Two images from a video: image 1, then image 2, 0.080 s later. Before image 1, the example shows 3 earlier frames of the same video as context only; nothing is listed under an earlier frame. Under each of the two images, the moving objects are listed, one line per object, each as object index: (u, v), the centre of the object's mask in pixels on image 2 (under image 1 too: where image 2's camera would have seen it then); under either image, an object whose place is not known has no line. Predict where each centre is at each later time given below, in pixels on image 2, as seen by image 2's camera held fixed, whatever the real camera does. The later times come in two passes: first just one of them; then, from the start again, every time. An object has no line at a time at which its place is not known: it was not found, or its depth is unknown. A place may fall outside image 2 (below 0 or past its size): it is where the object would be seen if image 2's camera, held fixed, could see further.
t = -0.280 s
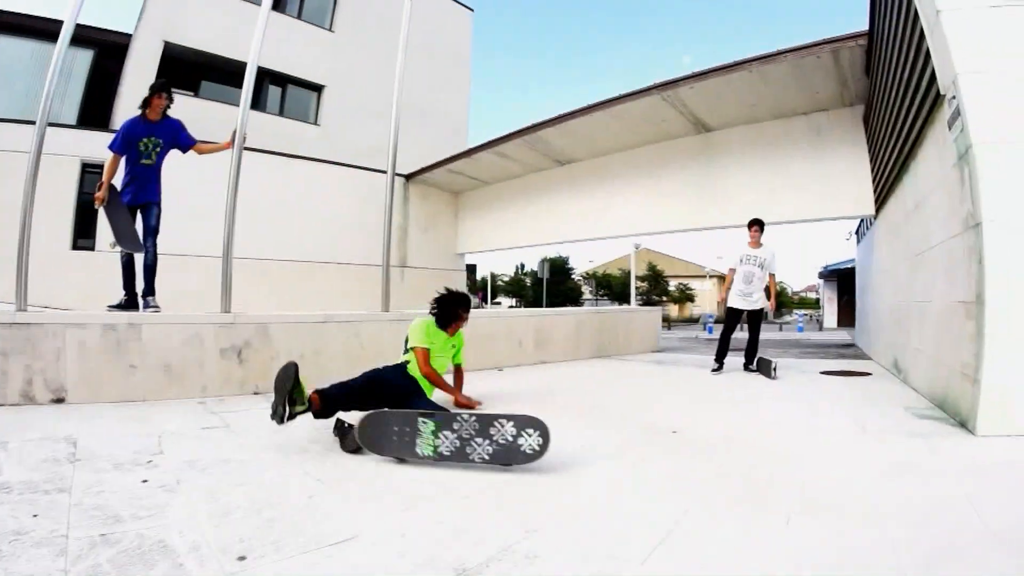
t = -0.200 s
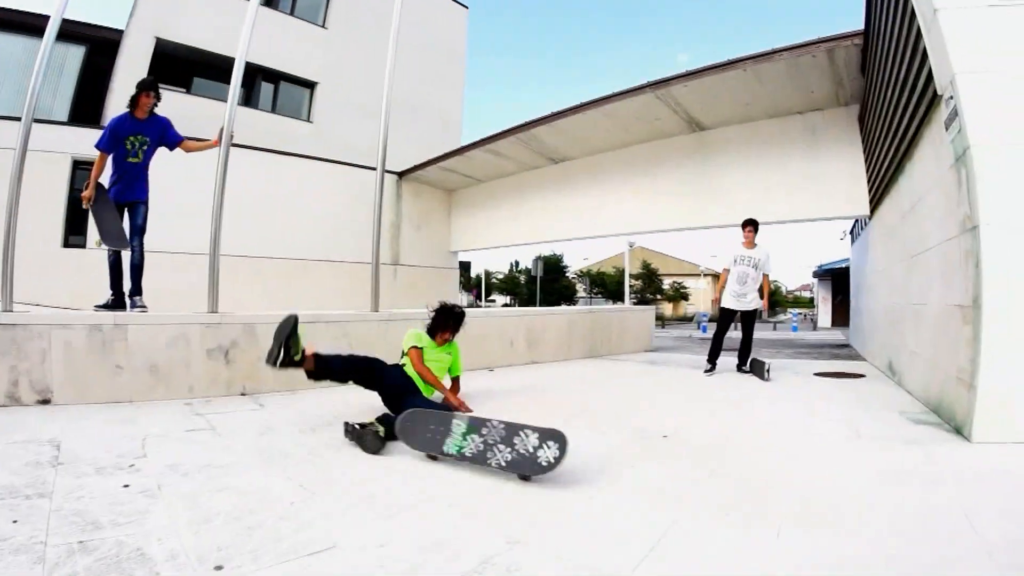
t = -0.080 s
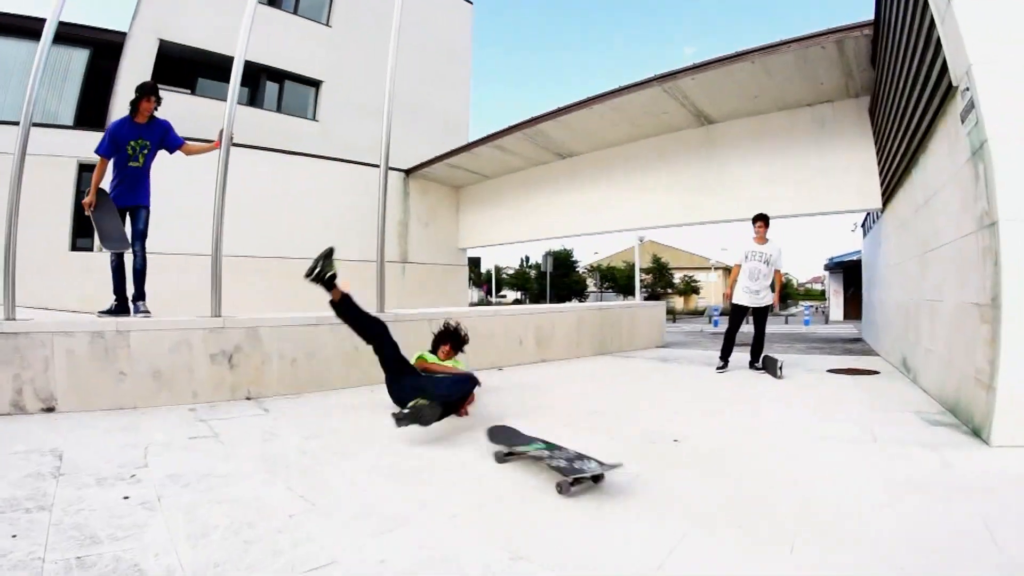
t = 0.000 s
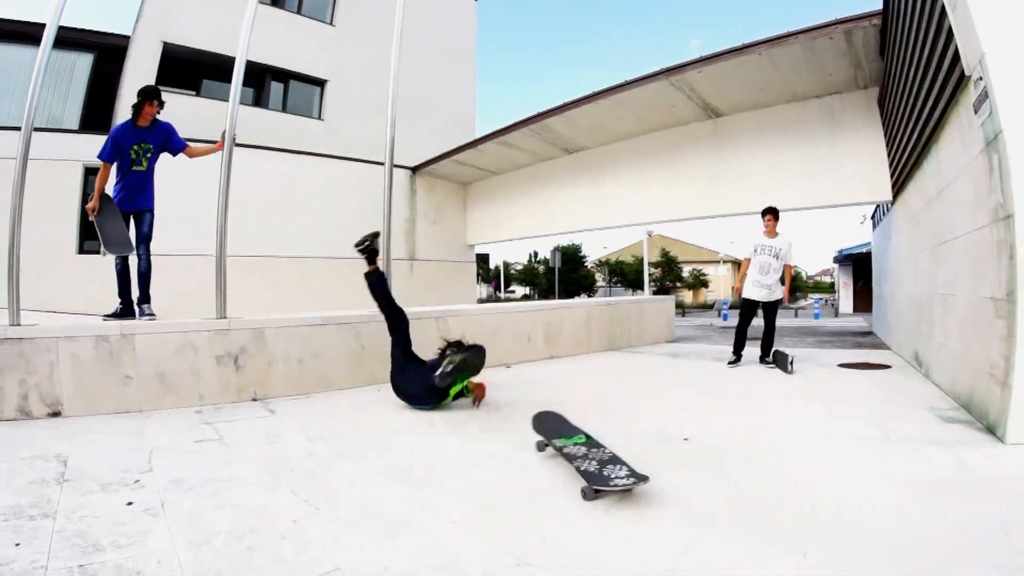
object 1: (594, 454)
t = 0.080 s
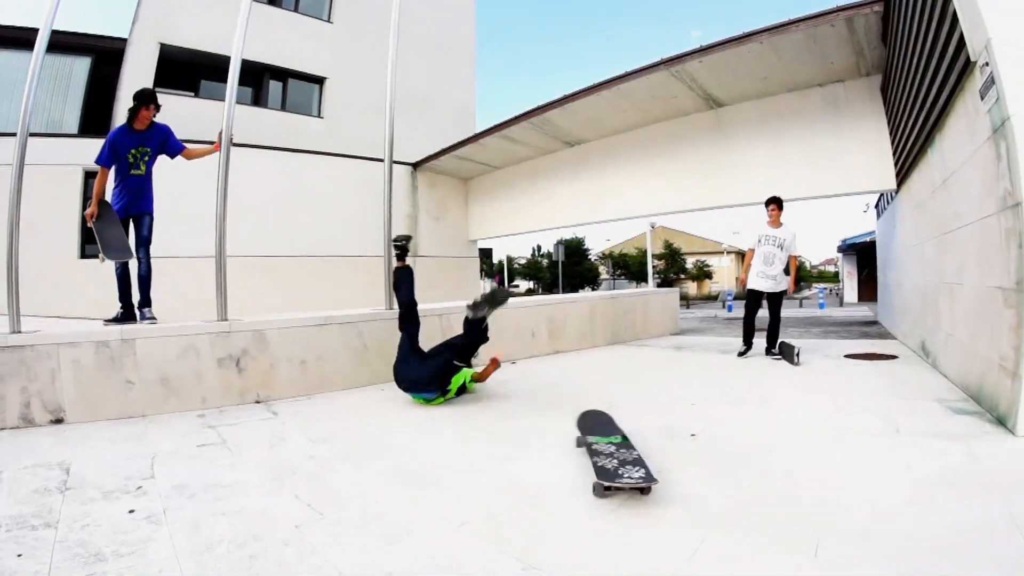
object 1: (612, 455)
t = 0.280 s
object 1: (632, 461)
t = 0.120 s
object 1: (619, 460)
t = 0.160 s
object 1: (622, 459)
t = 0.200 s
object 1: (626, 460)
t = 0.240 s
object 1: (630, 461)
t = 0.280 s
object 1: (632, 461)
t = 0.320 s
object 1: (634, 462)
